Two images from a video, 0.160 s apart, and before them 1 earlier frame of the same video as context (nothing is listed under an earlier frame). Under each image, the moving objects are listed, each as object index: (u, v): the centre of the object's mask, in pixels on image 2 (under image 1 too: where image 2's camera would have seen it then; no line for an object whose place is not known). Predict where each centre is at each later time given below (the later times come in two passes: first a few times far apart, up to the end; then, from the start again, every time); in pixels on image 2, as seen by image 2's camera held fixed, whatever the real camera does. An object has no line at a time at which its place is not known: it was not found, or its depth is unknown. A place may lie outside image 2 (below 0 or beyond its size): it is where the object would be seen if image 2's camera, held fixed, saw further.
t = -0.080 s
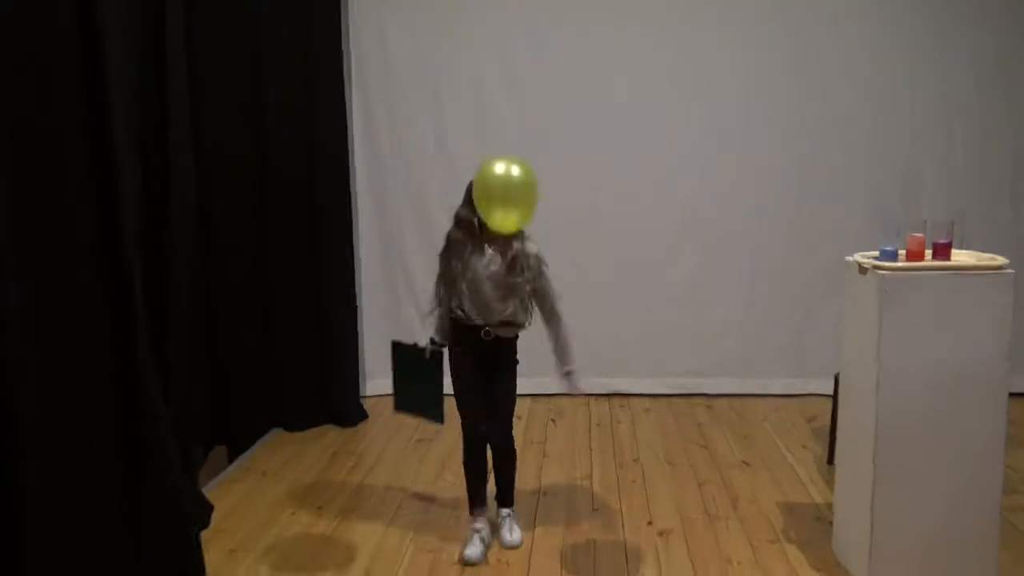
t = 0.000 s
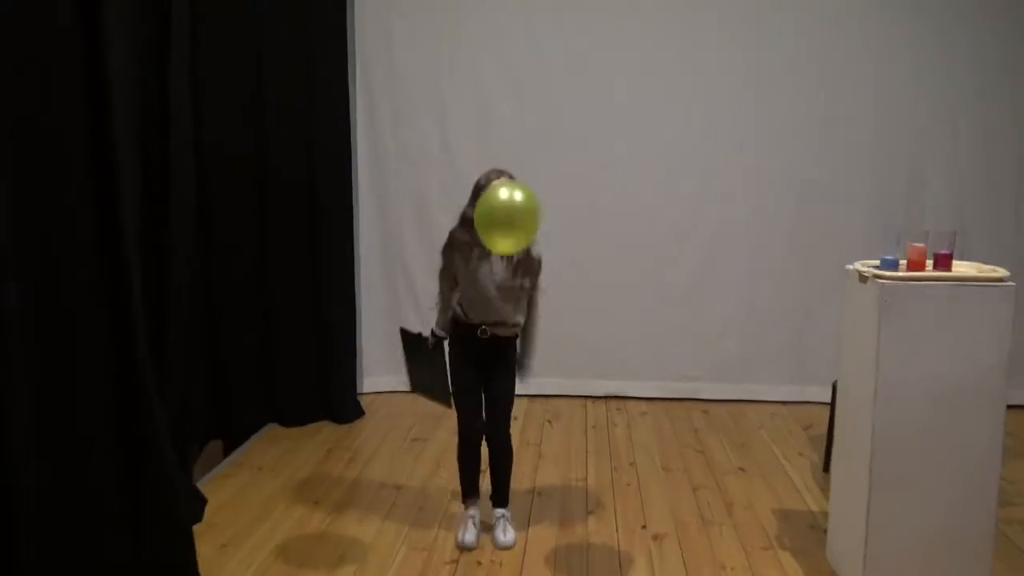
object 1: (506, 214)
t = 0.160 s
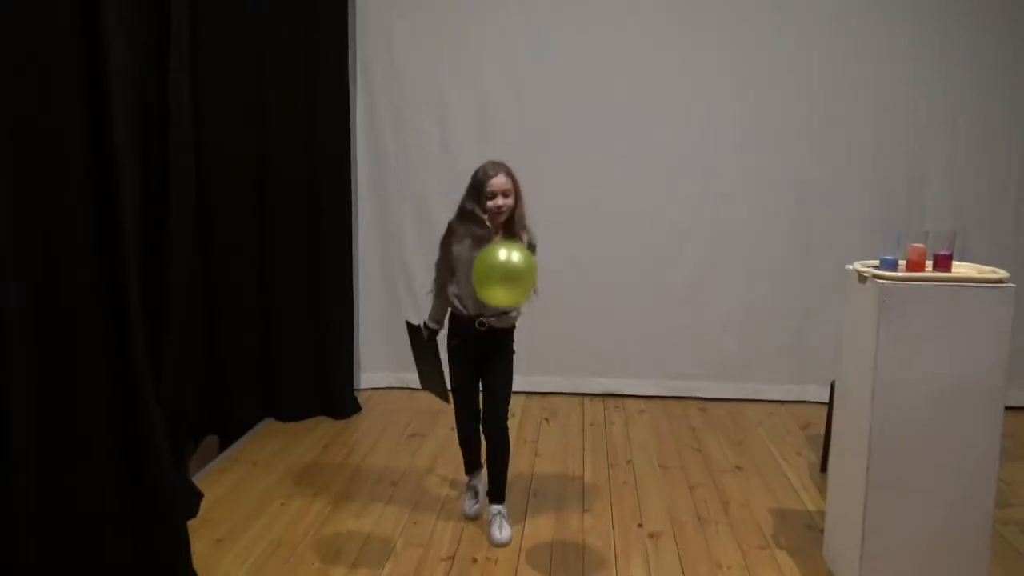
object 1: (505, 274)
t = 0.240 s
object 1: (504, 308)
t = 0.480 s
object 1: (495, 404)
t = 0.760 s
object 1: (464, 498)
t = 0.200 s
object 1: (505, 291)
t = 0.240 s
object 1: (504, 308)
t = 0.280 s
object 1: (504, 324)
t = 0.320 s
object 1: (503, 341)
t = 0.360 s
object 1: (503, 357)
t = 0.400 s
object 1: (501, 374)
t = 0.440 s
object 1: (498, 389)
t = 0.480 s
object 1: (495, 404)
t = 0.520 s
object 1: (492, 419)
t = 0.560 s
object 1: (487, 432)
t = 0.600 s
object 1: (483, 445)
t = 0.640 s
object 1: (478, 458)
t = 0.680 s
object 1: (474, 471)
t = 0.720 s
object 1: (469, 485)
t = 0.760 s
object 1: (464, 498)
